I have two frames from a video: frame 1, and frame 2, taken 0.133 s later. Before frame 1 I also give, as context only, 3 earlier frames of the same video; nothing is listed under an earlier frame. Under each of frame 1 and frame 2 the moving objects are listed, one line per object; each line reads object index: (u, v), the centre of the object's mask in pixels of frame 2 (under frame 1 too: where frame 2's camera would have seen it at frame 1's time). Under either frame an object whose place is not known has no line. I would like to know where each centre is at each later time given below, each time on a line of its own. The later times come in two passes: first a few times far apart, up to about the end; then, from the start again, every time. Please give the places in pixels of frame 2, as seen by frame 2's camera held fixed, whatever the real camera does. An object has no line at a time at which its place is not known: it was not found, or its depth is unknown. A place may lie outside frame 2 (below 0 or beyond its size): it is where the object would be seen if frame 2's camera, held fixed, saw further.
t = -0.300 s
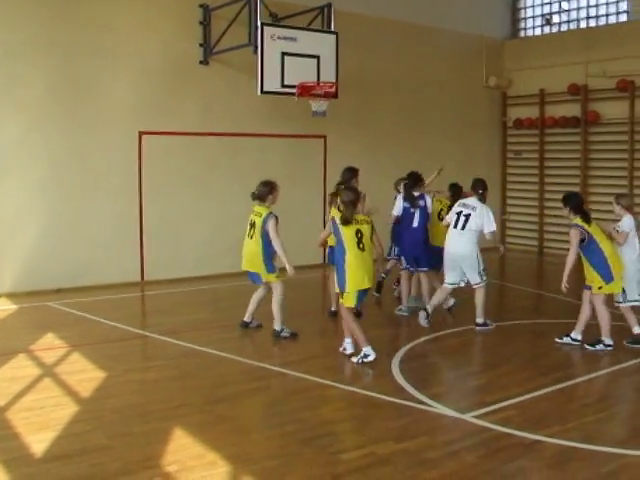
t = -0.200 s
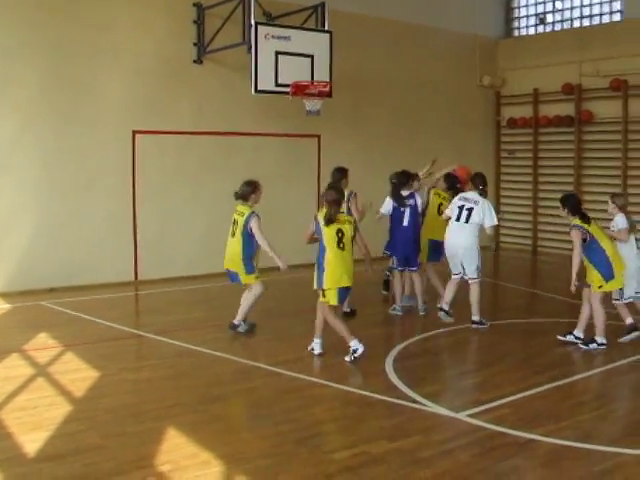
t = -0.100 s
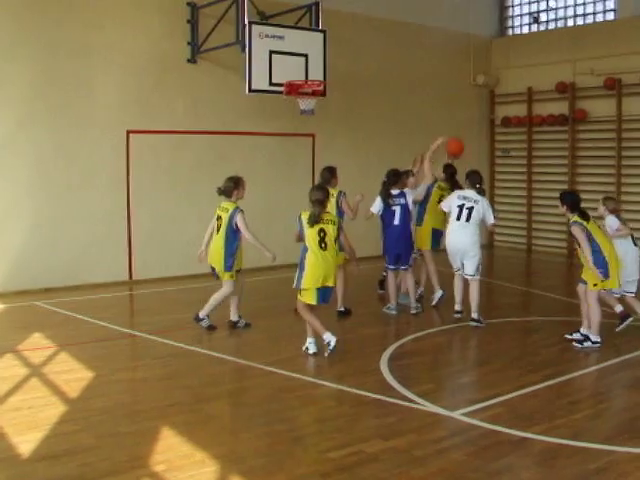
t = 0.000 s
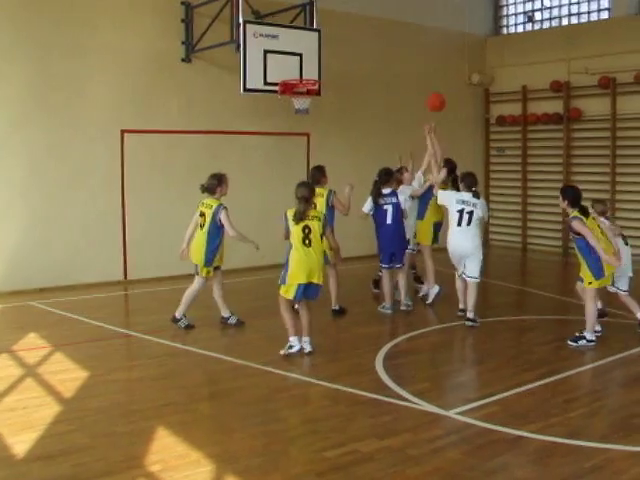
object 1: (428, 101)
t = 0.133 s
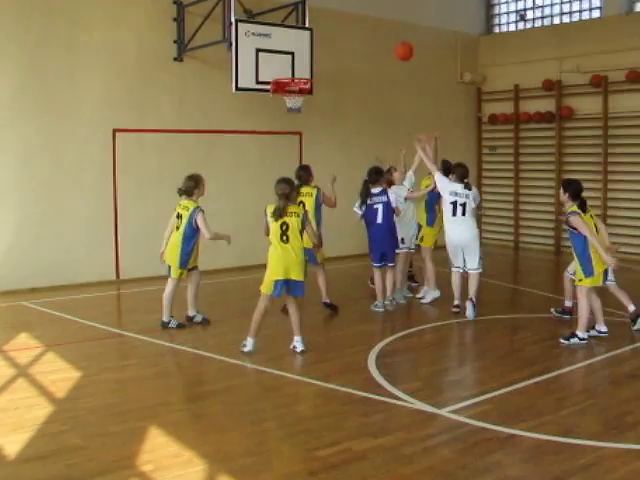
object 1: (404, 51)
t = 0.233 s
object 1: (386, 24)
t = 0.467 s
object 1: (346, 3)
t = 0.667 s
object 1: (314, 9)
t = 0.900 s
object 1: (278, 63)
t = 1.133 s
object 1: (271, 28)
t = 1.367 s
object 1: (267, 16)
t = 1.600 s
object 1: (265, 46)
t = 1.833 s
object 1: (257, 83)
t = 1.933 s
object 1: (254, 93)
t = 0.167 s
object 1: (398, 41)
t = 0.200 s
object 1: (391, 32)
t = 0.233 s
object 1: (386, 24)
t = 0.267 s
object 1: (380, 17)
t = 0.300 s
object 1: (374, 11)
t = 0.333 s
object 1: (368, 8)
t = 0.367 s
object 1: (363, 6)
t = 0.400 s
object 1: (357, 4)
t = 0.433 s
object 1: (352, 3)
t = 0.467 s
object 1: (346, 3)
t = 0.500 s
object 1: (341, 3)
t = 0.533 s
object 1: (336, 3)
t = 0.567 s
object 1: (330, 4)
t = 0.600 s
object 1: (325, 5)
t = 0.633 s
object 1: (319, 7)
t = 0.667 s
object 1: (314, 9)
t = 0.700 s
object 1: (309, 14)
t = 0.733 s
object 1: (304, 20)
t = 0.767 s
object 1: (298, 27)
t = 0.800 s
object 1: (293, 34)
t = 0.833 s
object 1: (288, 43)
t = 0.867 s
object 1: (283, 53)
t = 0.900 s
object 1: (278, 63)
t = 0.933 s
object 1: (274, 71)
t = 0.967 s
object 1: (273, 62)
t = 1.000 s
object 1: (273, 53)
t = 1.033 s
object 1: (272, 45)
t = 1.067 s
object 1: (272, 39)
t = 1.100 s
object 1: (271, 32)
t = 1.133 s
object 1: (271, 28)
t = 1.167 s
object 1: (270, 24)
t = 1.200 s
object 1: (269, 20)
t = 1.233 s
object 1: (269, 18)
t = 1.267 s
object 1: (268, 17)
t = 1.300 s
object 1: (267, 16)
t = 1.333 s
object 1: (267, 16)
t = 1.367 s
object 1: (267, 16)
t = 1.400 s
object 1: (266, 19)
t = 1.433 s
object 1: (266, 21)
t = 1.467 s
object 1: (265, 26)
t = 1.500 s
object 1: (264, 30)
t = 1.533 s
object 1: (264, 35)
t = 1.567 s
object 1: (264, 41)
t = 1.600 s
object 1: (265, 46)
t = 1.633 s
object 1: (265, 51)
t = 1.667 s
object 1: (265, 58)
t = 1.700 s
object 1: (266, 66)
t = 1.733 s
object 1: (266, 75)
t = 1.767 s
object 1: (262, 79)
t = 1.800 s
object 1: (258, 81)
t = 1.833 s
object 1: (257, 83)
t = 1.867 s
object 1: (256, 85)
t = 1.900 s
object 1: (255, 88)
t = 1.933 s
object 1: (254, 93)
